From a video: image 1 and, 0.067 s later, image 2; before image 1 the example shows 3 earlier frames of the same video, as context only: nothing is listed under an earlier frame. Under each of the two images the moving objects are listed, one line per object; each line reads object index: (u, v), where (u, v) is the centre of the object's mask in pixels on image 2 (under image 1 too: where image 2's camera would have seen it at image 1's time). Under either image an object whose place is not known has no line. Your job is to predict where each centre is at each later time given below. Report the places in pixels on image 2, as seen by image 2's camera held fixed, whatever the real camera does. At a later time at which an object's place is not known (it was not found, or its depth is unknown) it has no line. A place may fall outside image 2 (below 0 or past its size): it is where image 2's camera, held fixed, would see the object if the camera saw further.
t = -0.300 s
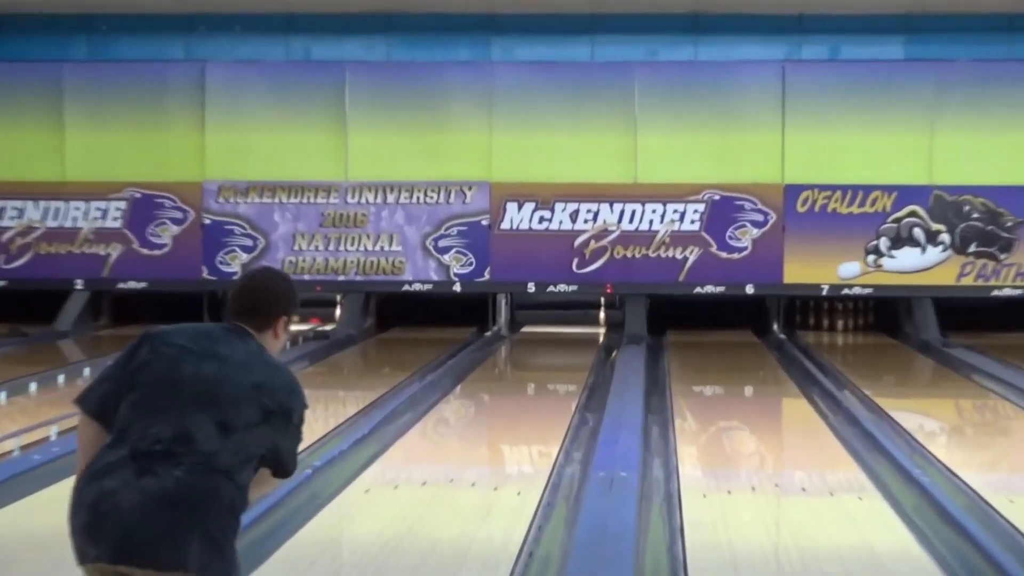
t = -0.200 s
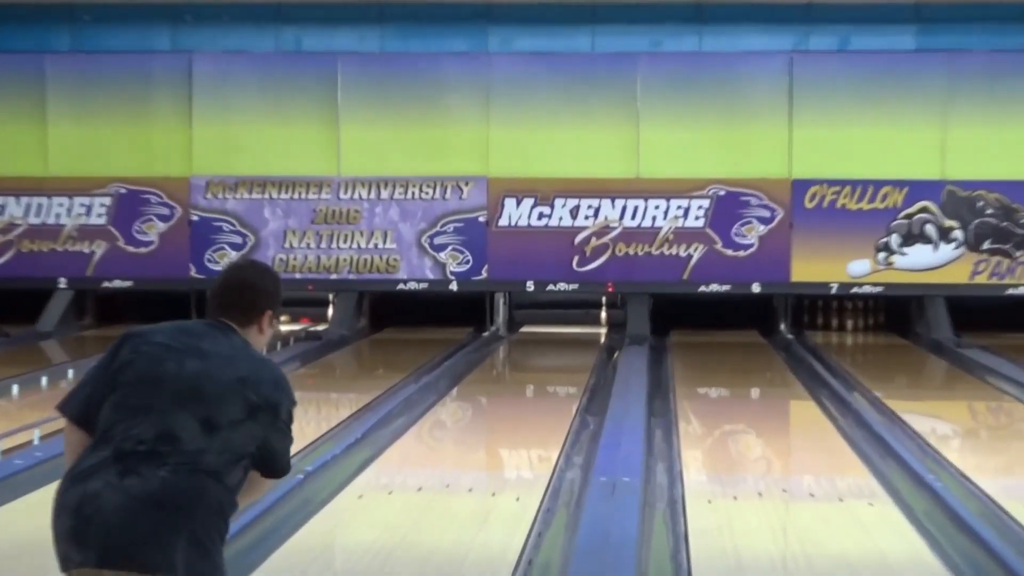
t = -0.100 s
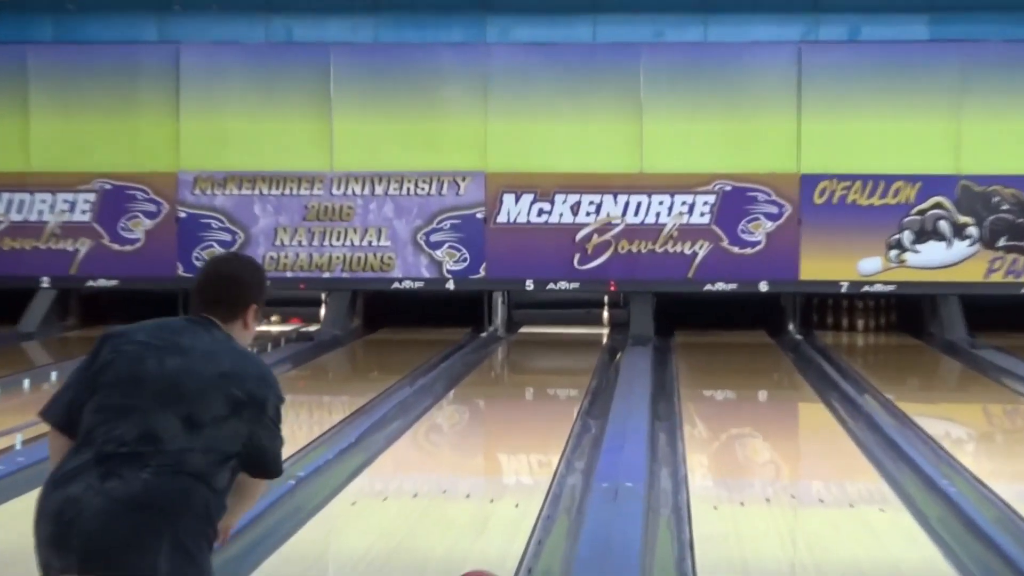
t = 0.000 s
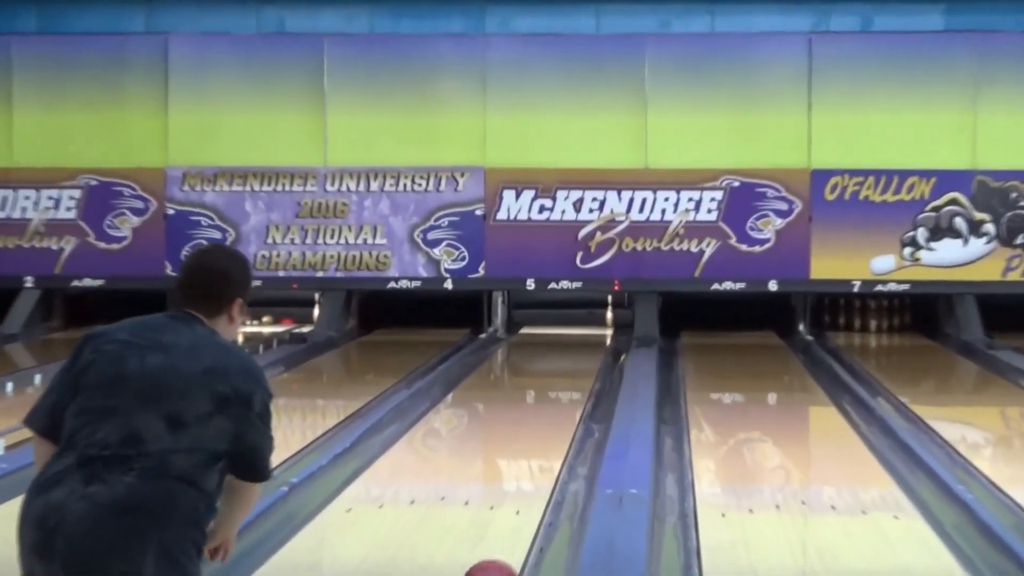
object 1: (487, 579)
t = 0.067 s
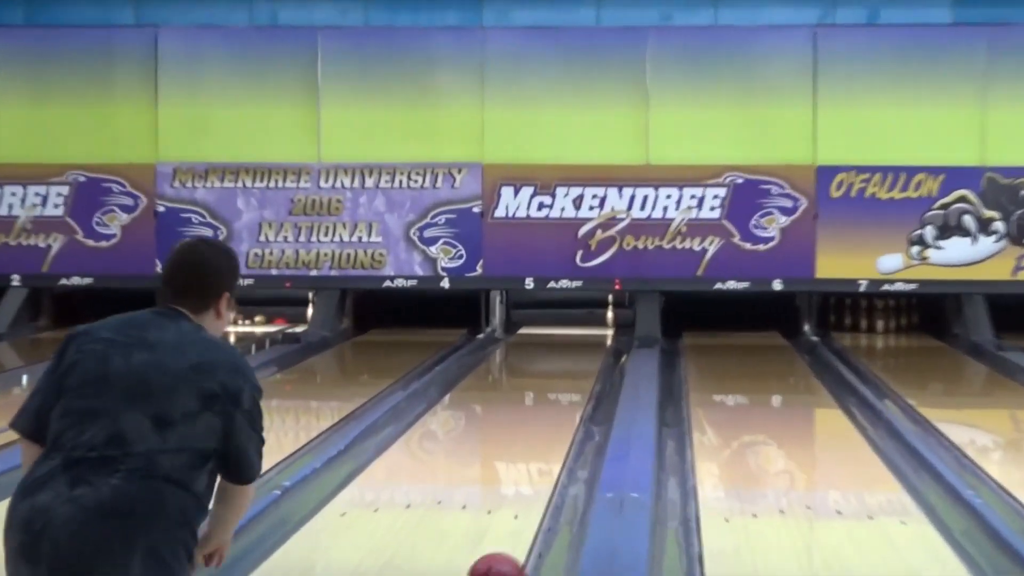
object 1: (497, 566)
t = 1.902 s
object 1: (596, 423)
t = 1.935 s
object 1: (596, 422)
